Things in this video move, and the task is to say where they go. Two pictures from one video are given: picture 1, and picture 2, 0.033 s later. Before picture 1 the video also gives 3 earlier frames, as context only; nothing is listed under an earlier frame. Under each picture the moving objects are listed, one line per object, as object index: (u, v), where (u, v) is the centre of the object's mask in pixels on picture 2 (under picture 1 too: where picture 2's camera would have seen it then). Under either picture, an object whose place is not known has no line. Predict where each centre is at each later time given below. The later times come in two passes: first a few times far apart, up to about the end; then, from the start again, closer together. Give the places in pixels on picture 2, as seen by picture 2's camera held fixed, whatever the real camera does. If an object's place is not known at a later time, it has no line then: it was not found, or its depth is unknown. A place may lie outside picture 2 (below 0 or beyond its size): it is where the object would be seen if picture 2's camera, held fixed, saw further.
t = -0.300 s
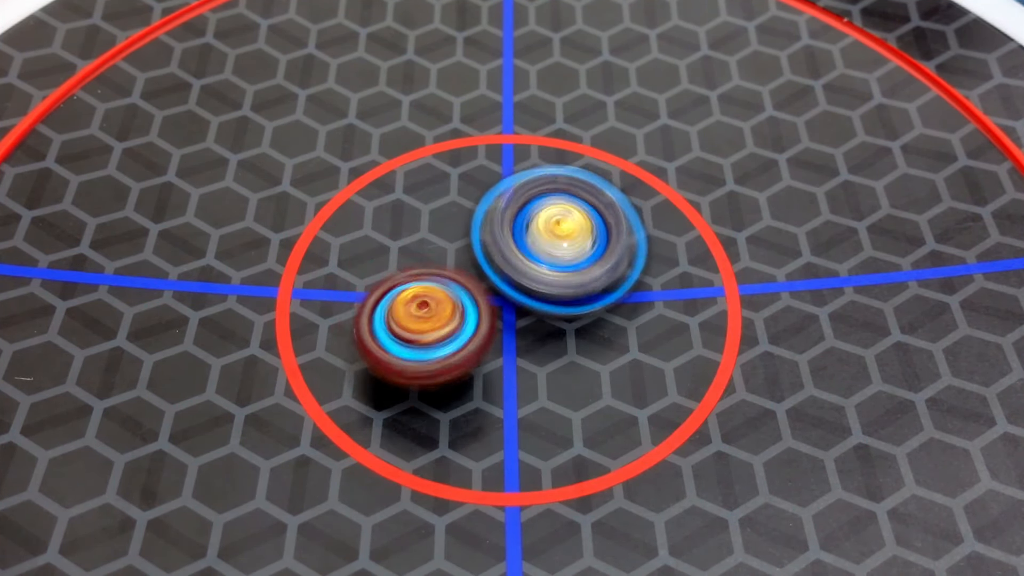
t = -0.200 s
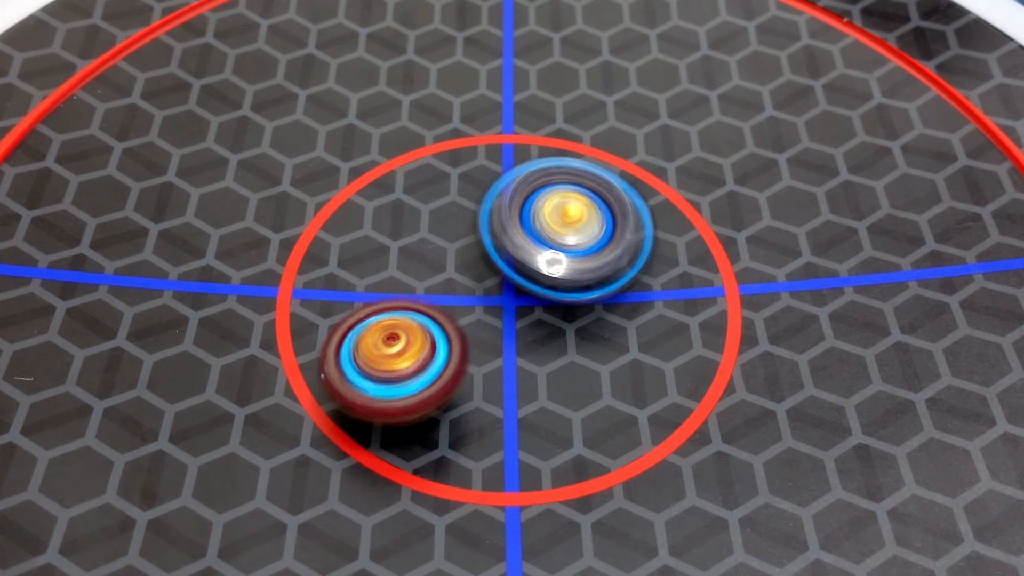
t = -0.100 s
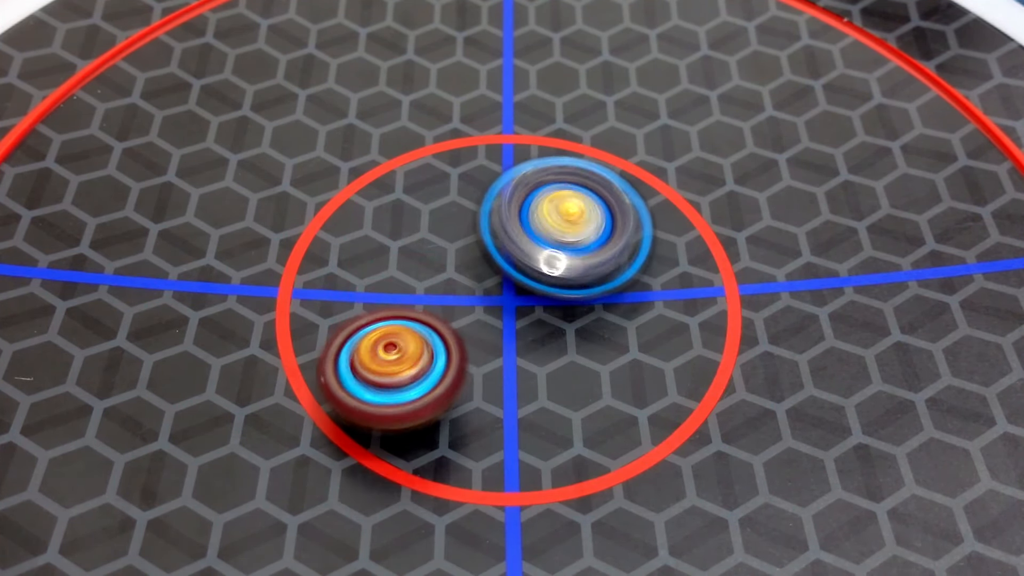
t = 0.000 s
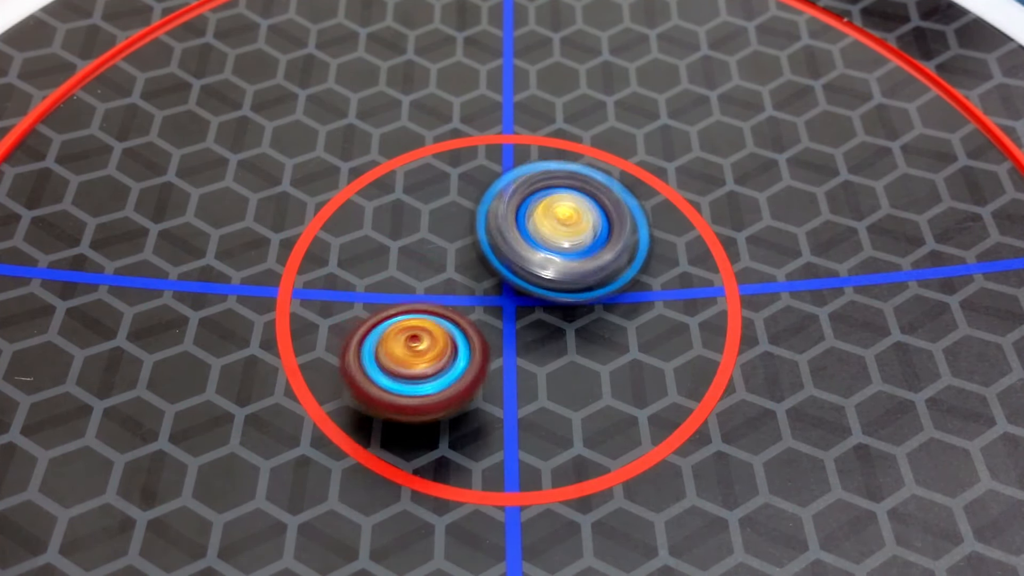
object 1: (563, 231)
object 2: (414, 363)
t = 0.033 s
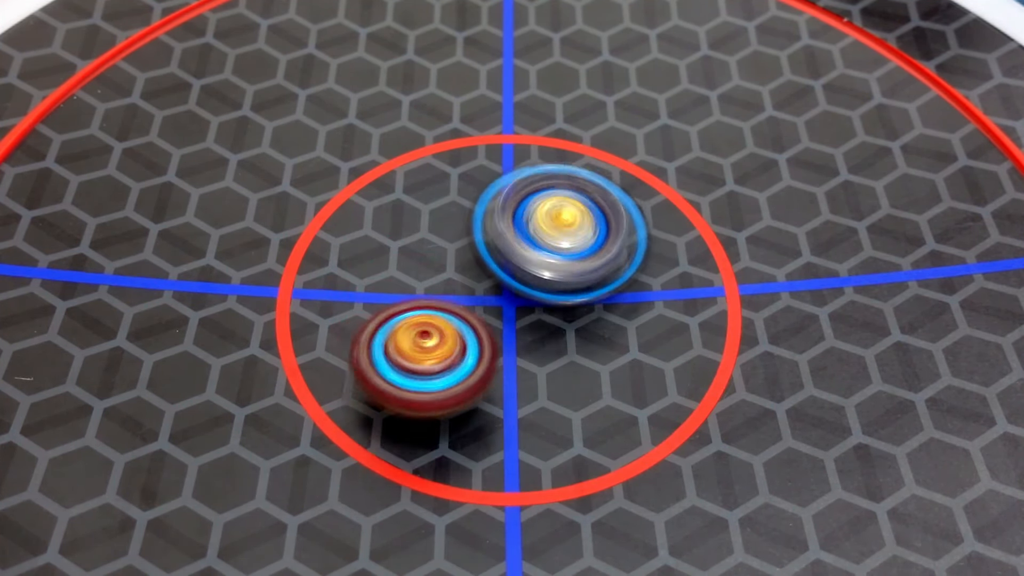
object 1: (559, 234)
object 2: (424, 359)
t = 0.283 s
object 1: (574, 202)
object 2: (441, 402)
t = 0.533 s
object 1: (573, 203)
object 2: (471, 371)
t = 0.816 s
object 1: (573, 216)
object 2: (484, 342)
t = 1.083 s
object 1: (574, 223)
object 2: (483, 330)
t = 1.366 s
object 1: (572, 217)
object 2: (473, 341)
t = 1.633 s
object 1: (572, 198)
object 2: (444, 388)
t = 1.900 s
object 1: (564, 207)
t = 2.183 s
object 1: (591, 183)
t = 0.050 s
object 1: (559, 235)
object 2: (428, 357)
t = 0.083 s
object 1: (556, 238)
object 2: (439, 351)
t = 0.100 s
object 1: (556, 238)
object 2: (445, 349)
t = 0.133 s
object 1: (554, 239)
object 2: (453, 348)
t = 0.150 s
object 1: (558, 233)
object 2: (450, 358)
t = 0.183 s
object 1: (564, 223)
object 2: (444, 376)
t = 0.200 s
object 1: (567, 218)
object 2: (443, 383)
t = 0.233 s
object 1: (571, 211)
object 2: (440, 394)
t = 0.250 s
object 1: (572, 206)
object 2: (440, 398)
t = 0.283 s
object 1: (574, 202)
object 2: (441, 402)
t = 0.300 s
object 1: (575, 199)
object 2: (441, 403)
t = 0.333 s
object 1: (576, 197)
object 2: (444, 403)
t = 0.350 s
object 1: (577, 196)
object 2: (445, 402)
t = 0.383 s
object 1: (577, 196)
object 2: (448, 399)
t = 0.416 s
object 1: (576, 195)
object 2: (453, 393)
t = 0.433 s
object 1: (576, 196)
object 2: (455, 391)
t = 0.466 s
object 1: (575, 197)
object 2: (460, 385)
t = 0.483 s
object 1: (575, 199)
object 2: (462, 381)
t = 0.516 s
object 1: (574, 201)
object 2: (468, 375)
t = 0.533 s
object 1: (573, 203)
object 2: (471, 371)
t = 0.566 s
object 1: (572, 206)
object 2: (476, 364)
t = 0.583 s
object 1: (572, 208)
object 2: (479, 360)
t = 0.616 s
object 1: (570, 211)
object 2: (484, 354)
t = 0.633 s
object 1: (570, 213)
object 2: (486, 350)
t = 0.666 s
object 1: (568, 216)
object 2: (491, 343)
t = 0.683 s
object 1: (567, 218)
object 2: (494, 339)
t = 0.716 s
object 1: (567, 220)
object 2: (497, 334)
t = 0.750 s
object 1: (569, 219)
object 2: (493, 336)
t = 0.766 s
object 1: (570, 218)
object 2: (490, 339)
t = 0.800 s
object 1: (573, 217)
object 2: (485, 342)
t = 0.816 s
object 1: (573, 216)
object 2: (484, 342)
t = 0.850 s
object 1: (575, 217)
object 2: (482, 342)
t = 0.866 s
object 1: (575, 217)
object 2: (481, 342)
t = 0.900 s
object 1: (575, 218)
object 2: (481, 340)
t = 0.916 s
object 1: (575, 218)
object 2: (482, 338)
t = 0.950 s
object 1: (574, 220)
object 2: (483, 335)
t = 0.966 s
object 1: (573, 221)
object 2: (482, 333)
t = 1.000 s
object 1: (574, 223)
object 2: (484, 329)
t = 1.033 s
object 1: (573, 224)
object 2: (484, 329)
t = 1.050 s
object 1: (574, 223)
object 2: (483, 330)
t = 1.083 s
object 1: (574, 223)
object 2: (483, 330)
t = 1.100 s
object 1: (575, 223)
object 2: (482, 330)
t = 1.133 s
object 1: (574, 223)
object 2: (483, 329)
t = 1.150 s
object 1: (575, 222)
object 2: (484, 328)
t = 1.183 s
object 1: (573, 223)
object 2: (485, 326)
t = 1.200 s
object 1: (573, 222)
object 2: (486, 324)
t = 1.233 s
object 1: (572, 222)
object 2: (484, 326)
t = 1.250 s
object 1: (573, 221)
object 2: (482, 329)
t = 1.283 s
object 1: (572, 219)
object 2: (476, 336)
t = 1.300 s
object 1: (574, 218)
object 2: (476, 337)
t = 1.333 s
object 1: (572, 217)
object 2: (474, 340)
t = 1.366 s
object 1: (572, 217)
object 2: (473, 341)
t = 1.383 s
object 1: (571, 217)
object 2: (472, 341)
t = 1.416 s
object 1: (570, 218)
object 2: (474, 340)
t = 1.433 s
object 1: (568, 218)
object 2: (475, 339)
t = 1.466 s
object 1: (567, 220)
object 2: (477, 336)
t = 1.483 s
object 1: (565, 221)
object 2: (478, 335)
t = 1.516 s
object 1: (564, 222)
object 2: (479, 334)
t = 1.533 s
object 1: (563, 222)
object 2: (477, 337)
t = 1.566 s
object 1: (567, 212)
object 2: (464, 359)
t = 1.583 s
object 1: (569, 207)
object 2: (457, 367)
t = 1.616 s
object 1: (571, 201)
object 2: (447, 382)
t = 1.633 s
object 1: (572, 198)
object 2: (444, 388)
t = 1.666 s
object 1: (573, 195)
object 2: (438, 395)
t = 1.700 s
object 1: (571, 193)
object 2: (434, 399)
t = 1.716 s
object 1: (571, 193)
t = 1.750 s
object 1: (569, 194)
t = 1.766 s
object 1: (569, 196)
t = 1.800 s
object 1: (567, 197)
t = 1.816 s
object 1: (567, 199)
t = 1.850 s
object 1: (566, 201)
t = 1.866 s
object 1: (565, 204)
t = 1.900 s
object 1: (564, 207)
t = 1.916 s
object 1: (562, 209)
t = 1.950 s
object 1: (561, 212)
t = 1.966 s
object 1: (560, 215)
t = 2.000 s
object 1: (559, 218)
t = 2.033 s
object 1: (558, 222)
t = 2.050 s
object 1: (557, 224)
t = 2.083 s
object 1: (556, 228)
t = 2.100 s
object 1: (555, 230)
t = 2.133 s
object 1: (563, 221)
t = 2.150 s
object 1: (575, 208)
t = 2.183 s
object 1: (591, 183)
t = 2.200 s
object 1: (601, 172)
